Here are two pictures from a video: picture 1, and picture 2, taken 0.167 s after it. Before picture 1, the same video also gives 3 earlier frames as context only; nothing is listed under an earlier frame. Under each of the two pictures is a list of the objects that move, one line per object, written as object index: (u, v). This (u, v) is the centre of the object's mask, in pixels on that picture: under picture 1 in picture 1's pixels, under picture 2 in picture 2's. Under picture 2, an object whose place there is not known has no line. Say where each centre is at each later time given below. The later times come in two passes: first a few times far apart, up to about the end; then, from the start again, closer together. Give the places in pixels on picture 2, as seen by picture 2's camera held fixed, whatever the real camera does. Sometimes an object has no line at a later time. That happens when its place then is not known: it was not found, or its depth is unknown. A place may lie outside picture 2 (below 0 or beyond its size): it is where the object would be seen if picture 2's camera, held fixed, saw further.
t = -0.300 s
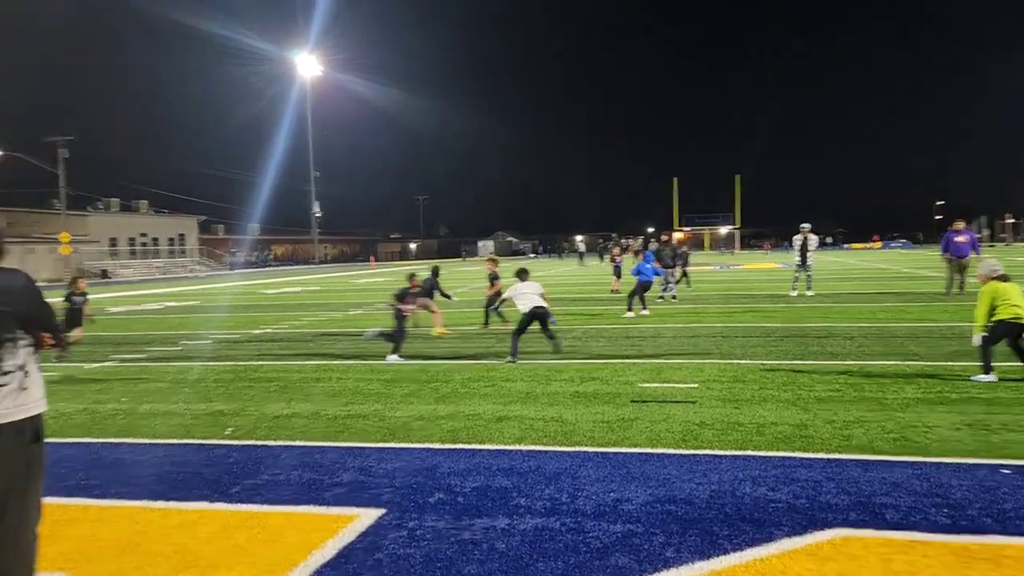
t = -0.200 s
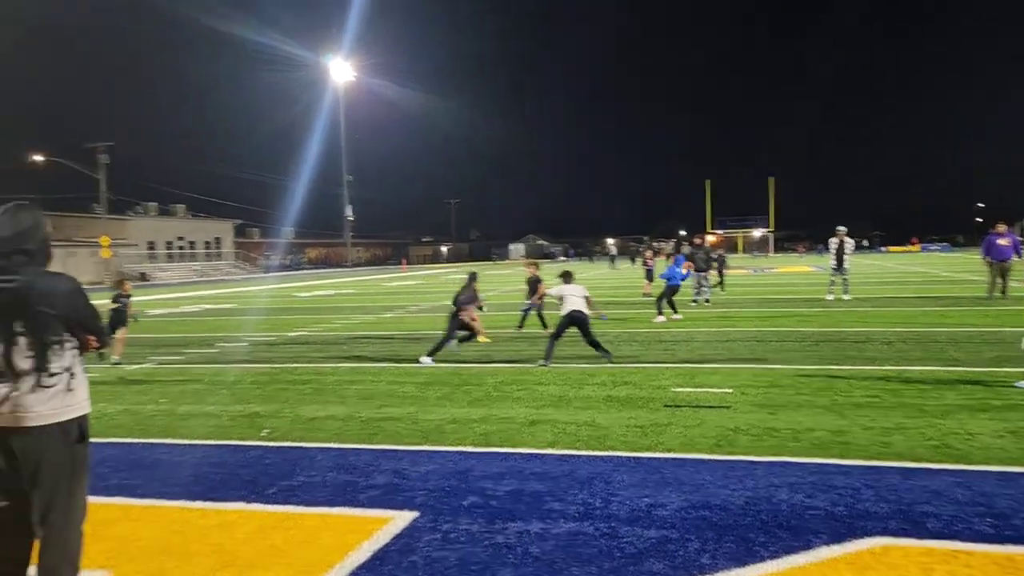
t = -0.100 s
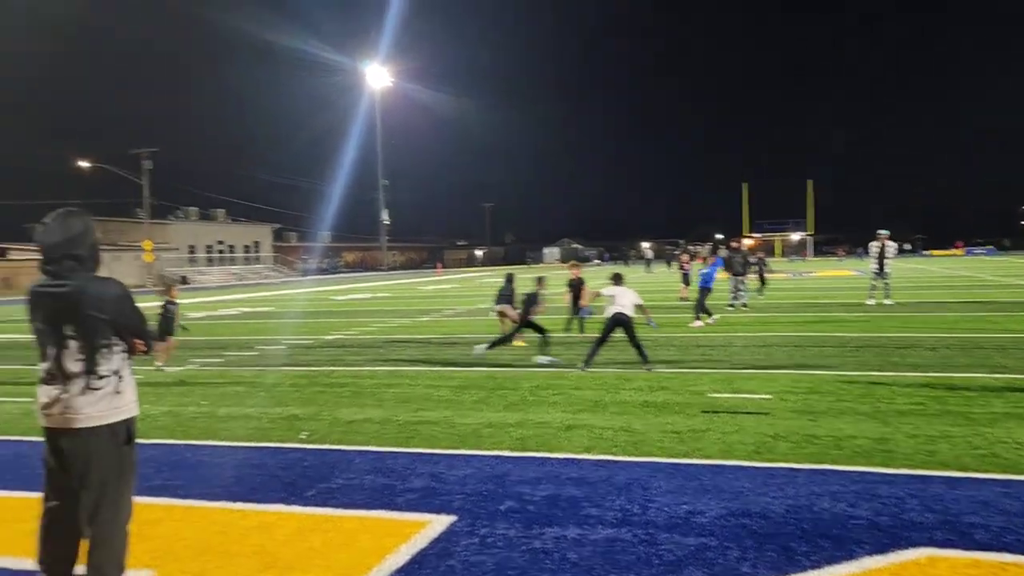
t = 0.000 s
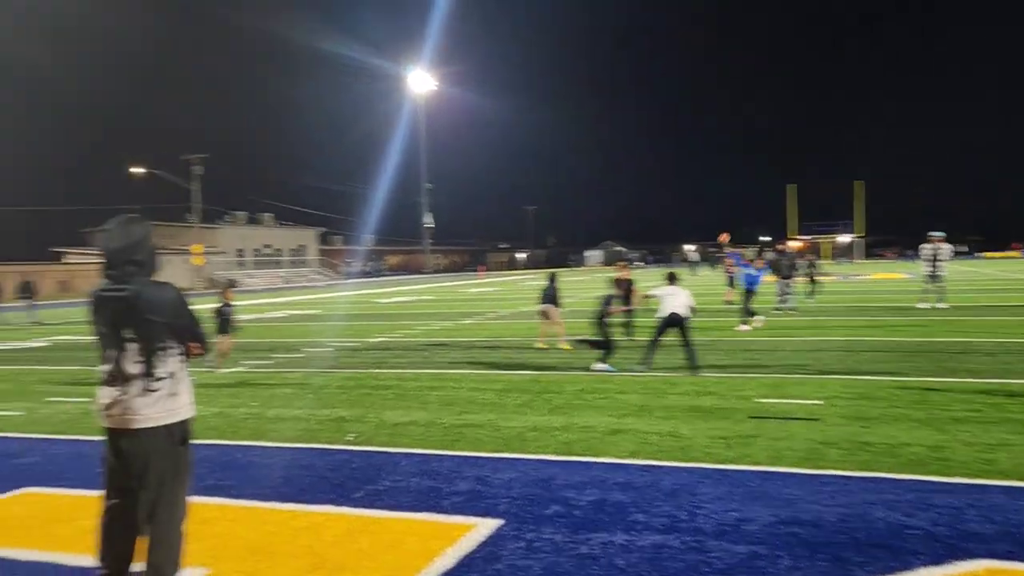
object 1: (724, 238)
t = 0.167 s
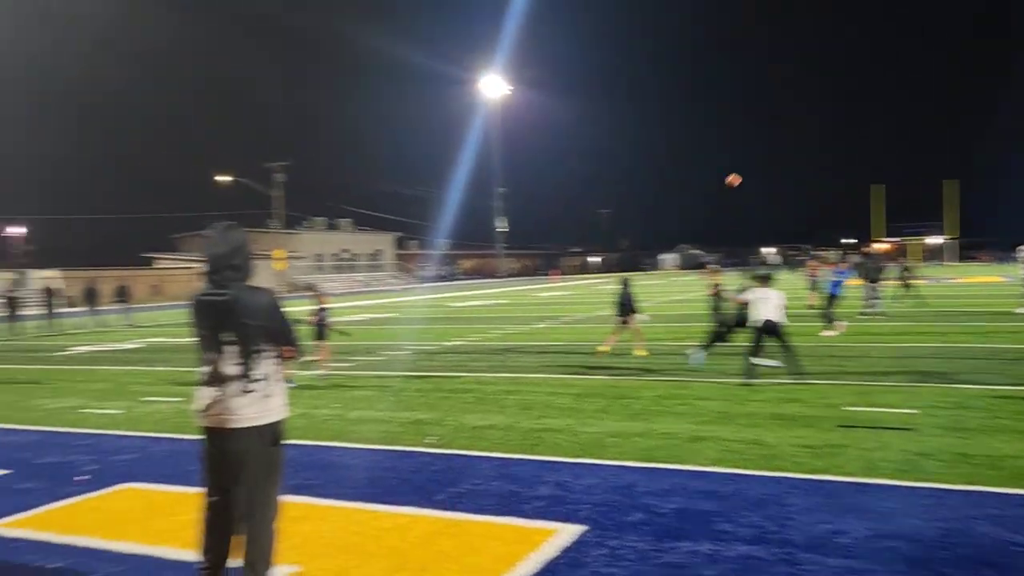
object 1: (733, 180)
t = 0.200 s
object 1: (718, 169)
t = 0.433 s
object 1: (605, 102)
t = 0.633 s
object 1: (494, 63)
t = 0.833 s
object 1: (361, 44)
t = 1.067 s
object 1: (177, 53)
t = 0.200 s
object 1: (718, 169)
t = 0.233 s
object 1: (703, 158)
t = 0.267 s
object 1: (688, 147)
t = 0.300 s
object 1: (672, 138)
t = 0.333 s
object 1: (656, 128)
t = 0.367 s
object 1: (639, 119)
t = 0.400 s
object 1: (622, 110)
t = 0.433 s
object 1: (605, 102)
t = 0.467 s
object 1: (588, 94)
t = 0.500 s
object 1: (569, 87)
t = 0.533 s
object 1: (552, 80)
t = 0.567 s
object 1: (533, 74)
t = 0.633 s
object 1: (494, 63)
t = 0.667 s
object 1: (474, 58)
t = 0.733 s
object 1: (432, 51)
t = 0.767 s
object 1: (407, 48)
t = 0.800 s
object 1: (384, 45)
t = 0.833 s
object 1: (361, 44)
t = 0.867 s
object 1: (337, 43)
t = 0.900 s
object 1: (312, 43)
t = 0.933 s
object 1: (286, 43)
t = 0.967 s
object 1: (260, 45)
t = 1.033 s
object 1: (205, 49)
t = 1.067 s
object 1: (177, 53)
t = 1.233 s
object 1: (25, 83)
